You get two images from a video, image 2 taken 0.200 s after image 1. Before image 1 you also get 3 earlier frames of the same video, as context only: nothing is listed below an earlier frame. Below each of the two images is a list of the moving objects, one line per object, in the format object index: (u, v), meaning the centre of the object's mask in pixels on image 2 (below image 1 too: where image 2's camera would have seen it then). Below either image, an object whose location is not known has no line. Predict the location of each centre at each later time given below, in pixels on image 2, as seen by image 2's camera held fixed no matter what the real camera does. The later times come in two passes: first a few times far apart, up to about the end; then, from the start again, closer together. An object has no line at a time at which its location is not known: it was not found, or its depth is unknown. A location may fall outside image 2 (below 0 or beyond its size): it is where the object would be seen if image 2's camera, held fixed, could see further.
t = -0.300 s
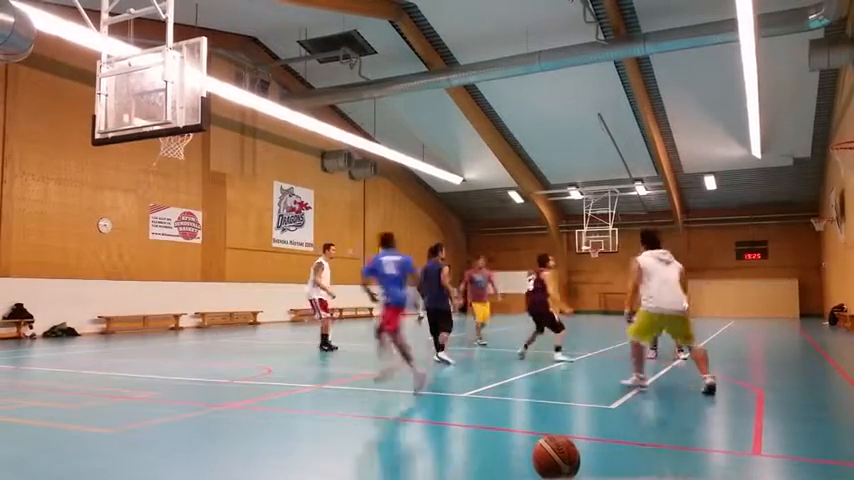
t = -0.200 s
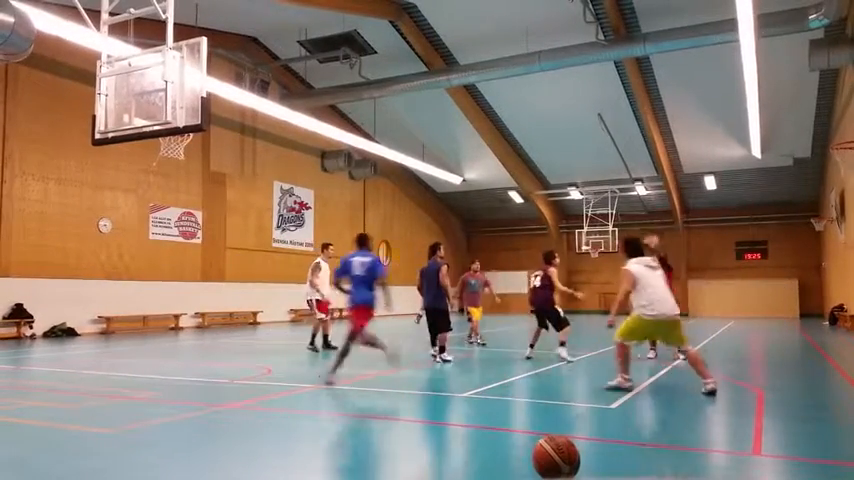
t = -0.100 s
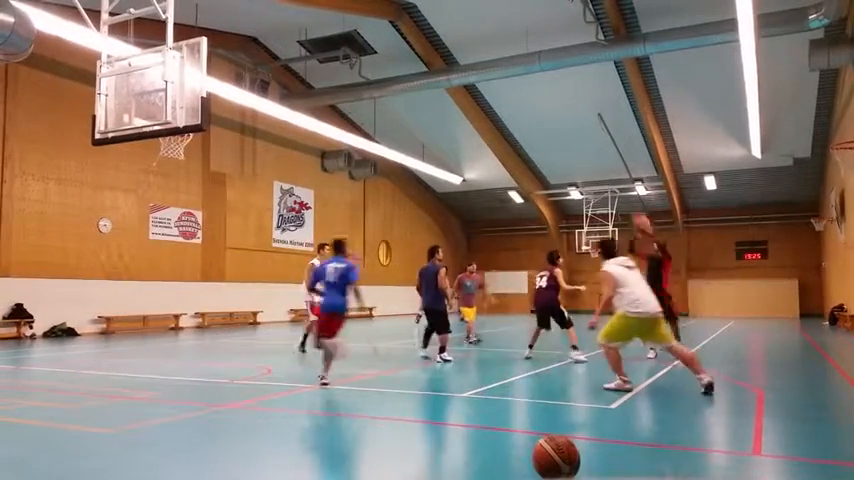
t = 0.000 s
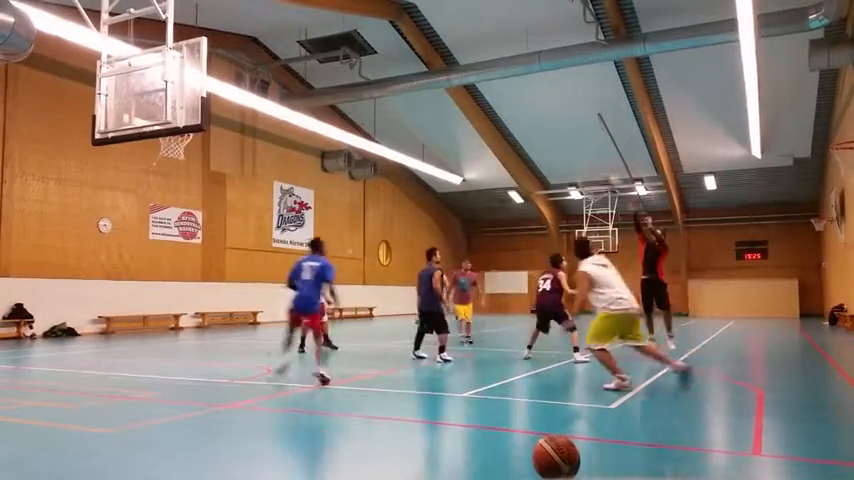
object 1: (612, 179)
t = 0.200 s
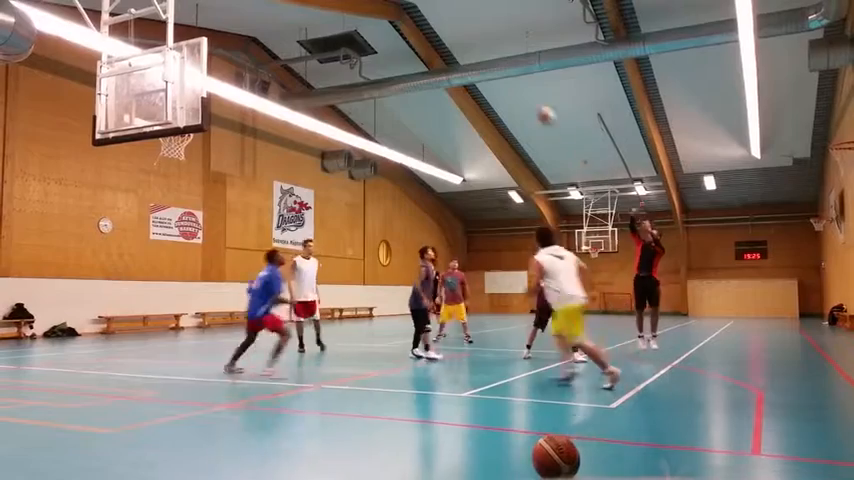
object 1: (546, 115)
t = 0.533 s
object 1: (434, 48)
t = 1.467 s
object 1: (212, 115)
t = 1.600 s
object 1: (238, 127)
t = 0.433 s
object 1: (467, 61)
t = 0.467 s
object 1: (457, 57)
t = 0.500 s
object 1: (445, 51)
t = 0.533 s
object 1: (434, 48)
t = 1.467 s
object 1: (212, 115)
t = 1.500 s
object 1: (221, 118)
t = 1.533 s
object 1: (223, 120)
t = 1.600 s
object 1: (238, 127)
